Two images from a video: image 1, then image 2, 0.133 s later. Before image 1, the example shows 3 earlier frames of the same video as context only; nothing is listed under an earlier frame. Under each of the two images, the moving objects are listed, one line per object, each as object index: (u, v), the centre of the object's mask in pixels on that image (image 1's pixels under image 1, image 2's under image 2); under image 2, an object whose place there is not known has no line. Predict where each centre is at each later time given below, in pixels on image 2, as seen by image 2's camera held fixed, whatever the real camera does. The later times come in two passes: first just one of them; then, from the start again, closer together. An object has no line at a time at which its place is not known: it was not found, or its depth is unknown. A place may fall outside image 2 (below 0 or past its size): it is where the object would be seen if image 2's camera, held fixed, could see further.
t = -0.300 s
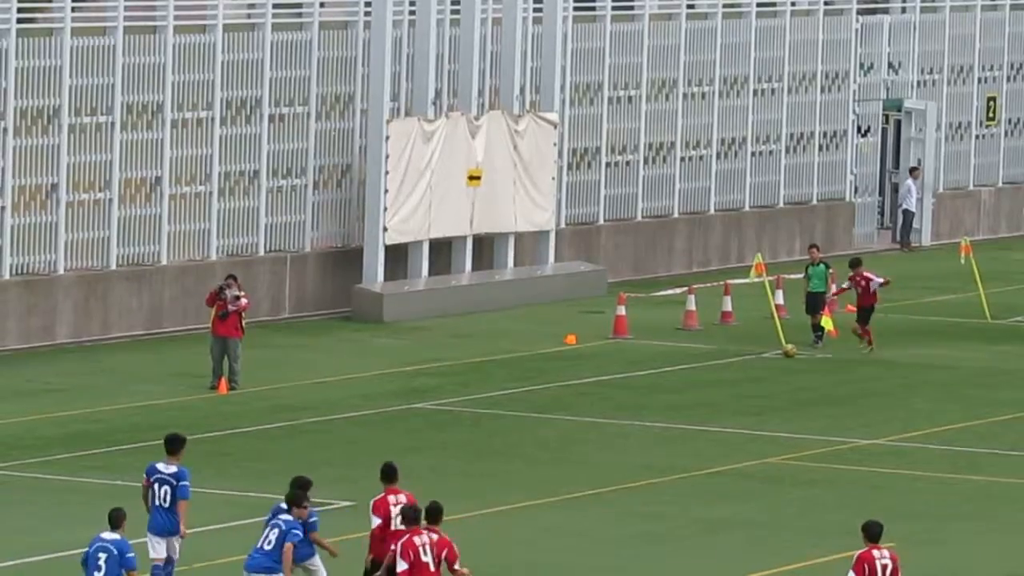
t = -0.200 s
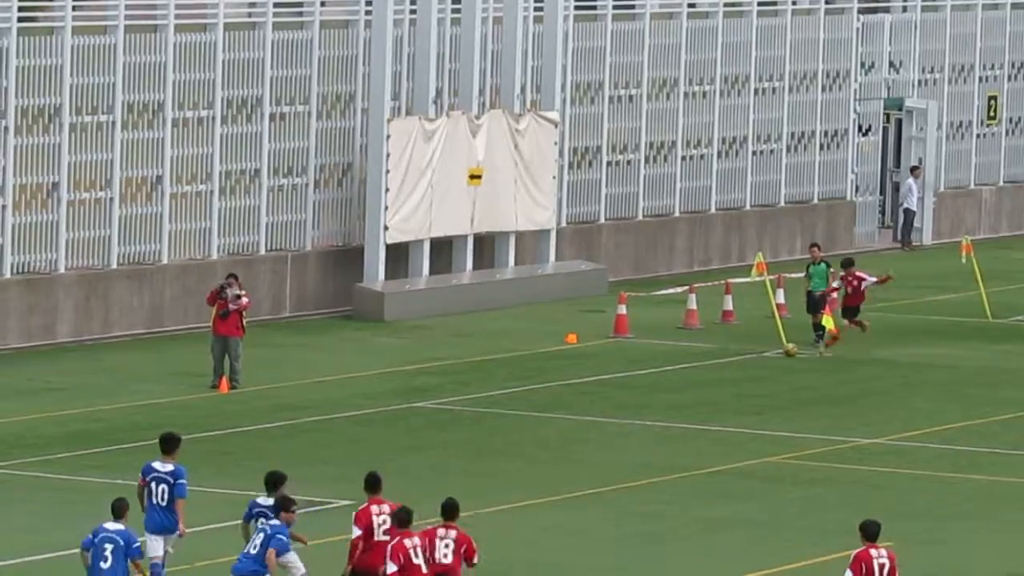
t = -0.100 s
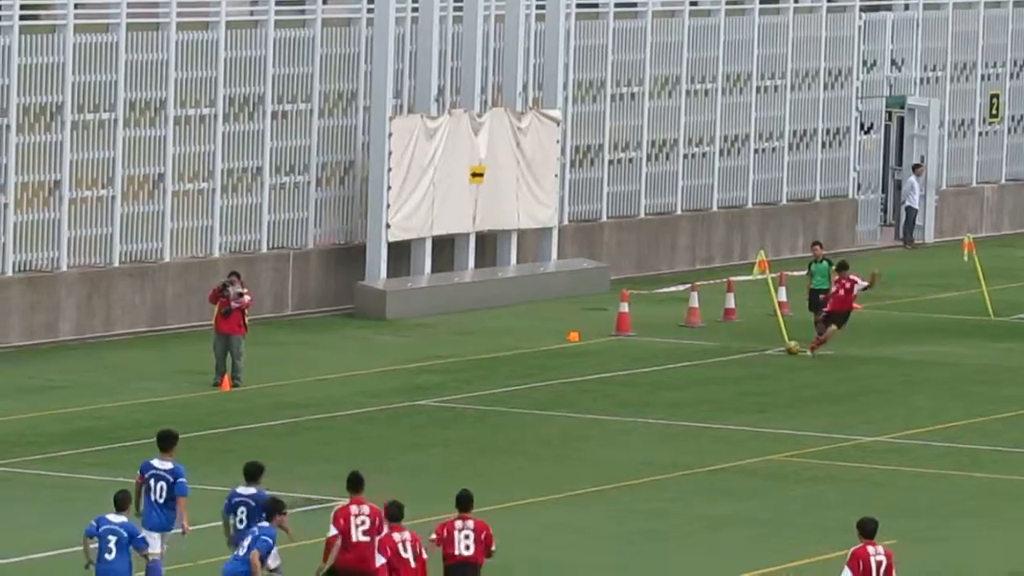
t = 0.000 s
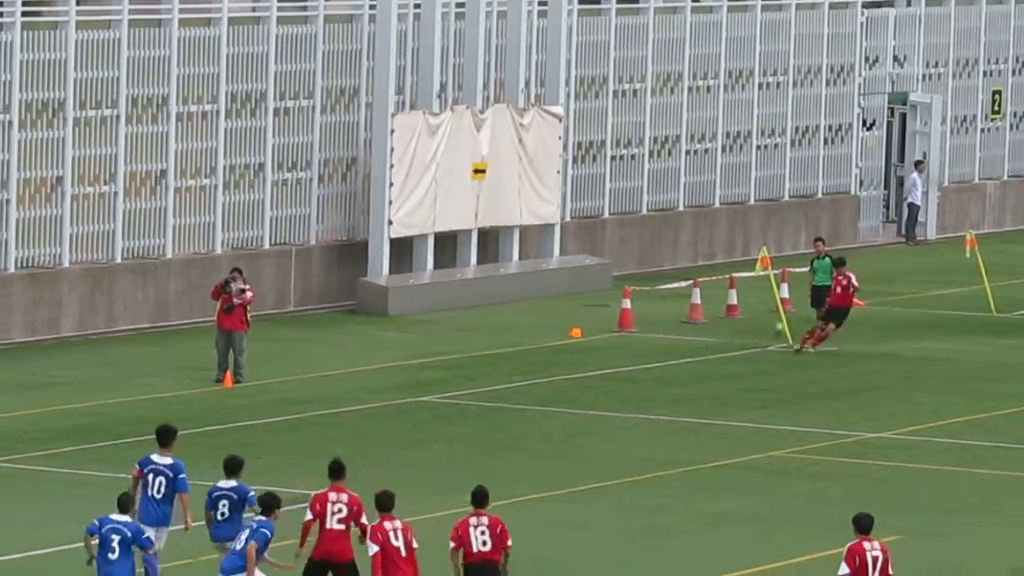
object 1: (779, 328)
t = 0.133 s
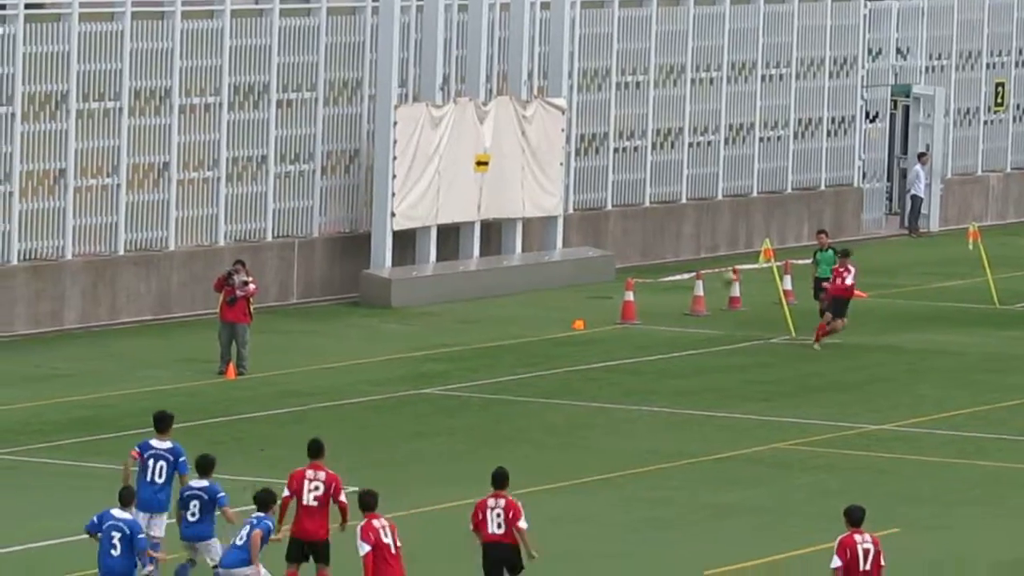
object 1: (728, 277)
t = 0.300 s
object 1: (660, 230)
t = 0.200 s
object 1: (704, 257)
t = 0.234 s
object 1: (689, 249)
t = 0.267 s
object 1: (674, 239)
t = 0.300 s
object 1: (660, 230)
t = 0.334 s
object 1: (645, 222)
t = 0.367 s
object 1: (632, 212)
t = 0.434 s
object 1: (601, 197)
